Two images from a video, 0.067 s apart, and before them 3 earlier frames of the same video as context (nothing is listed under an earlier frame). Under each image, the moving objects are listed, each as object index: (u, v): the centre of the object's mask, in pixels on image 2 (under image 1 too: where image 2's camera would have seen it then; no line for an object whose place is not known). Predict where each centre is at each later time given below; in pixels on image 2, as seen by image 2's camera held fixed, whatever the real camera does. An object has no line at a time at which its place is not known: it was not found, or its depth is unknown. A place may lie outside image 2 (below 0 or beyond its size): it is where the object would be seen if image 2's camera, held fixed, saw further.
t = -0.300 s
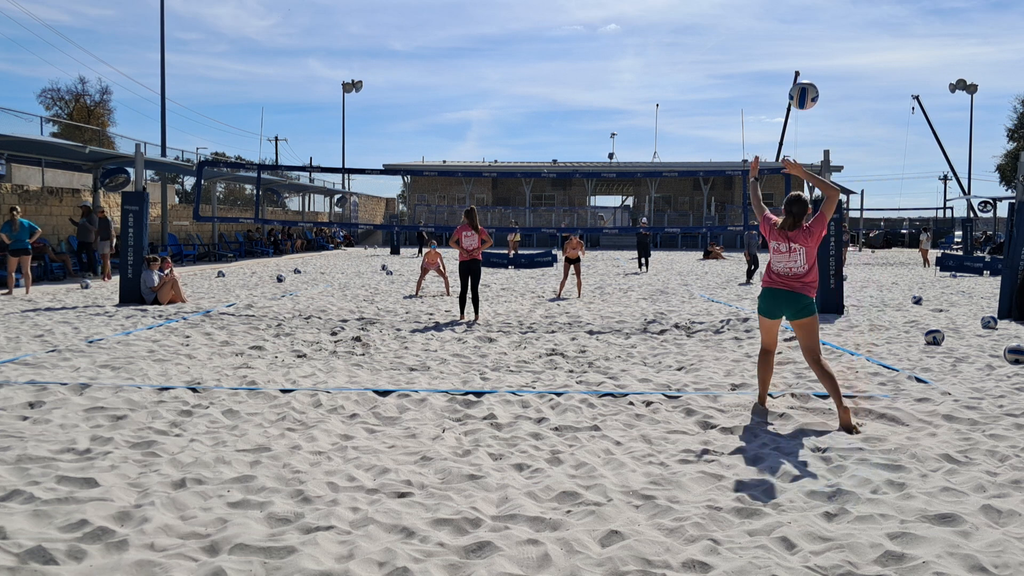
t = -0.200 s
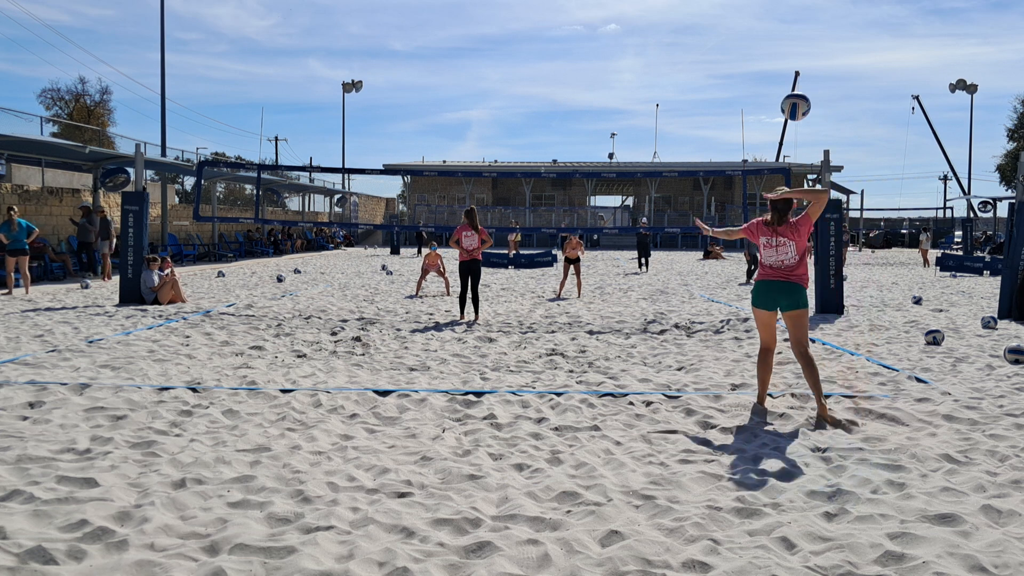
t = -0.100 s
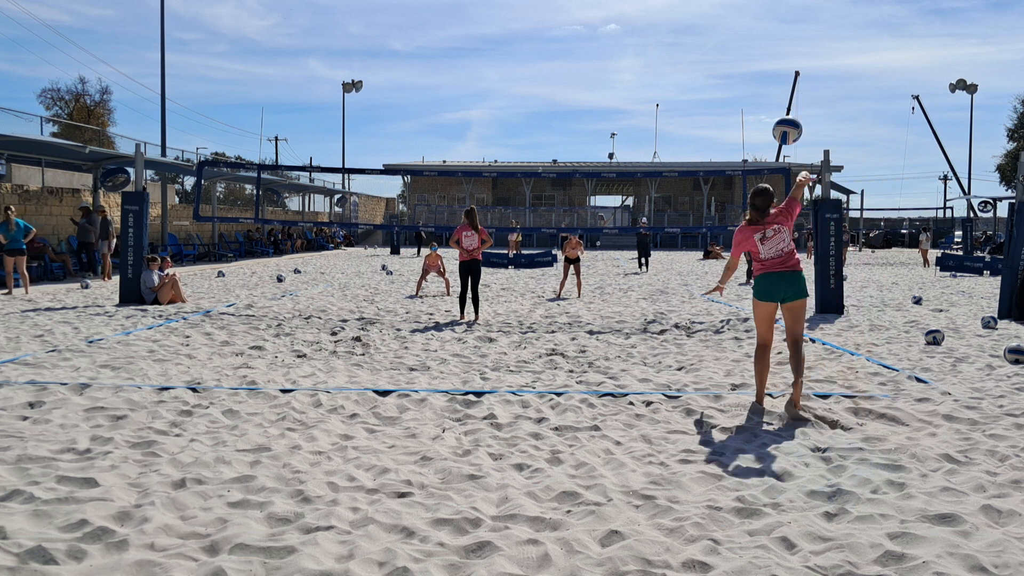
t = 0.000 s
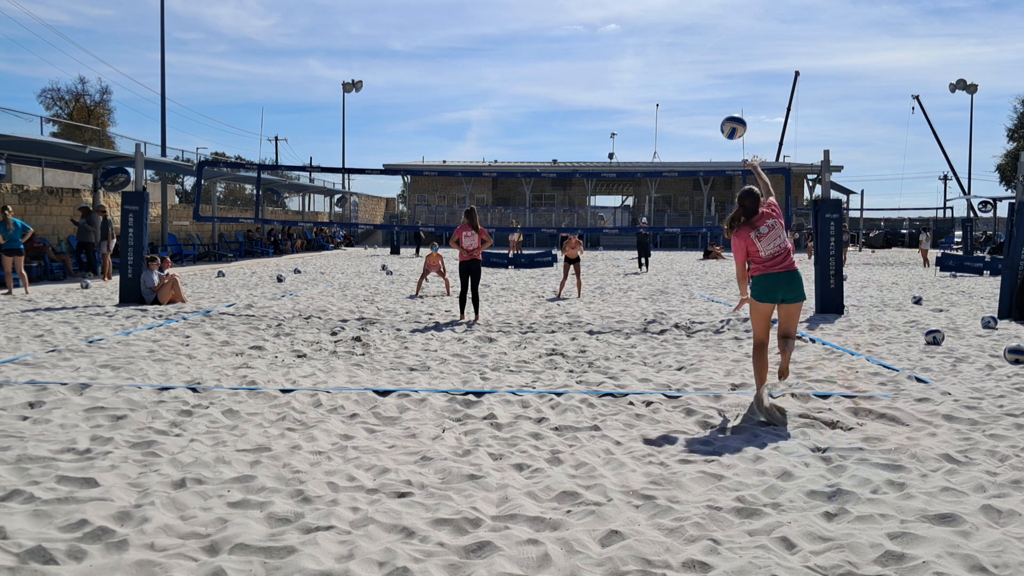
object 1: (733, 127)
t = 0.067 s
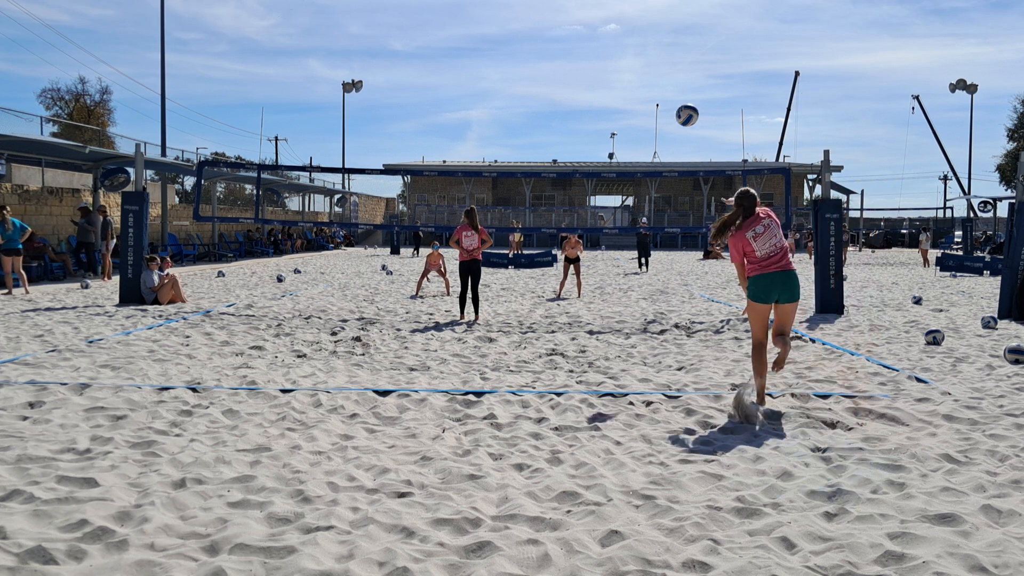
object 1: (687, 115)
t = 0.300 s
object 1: (585, 111)
